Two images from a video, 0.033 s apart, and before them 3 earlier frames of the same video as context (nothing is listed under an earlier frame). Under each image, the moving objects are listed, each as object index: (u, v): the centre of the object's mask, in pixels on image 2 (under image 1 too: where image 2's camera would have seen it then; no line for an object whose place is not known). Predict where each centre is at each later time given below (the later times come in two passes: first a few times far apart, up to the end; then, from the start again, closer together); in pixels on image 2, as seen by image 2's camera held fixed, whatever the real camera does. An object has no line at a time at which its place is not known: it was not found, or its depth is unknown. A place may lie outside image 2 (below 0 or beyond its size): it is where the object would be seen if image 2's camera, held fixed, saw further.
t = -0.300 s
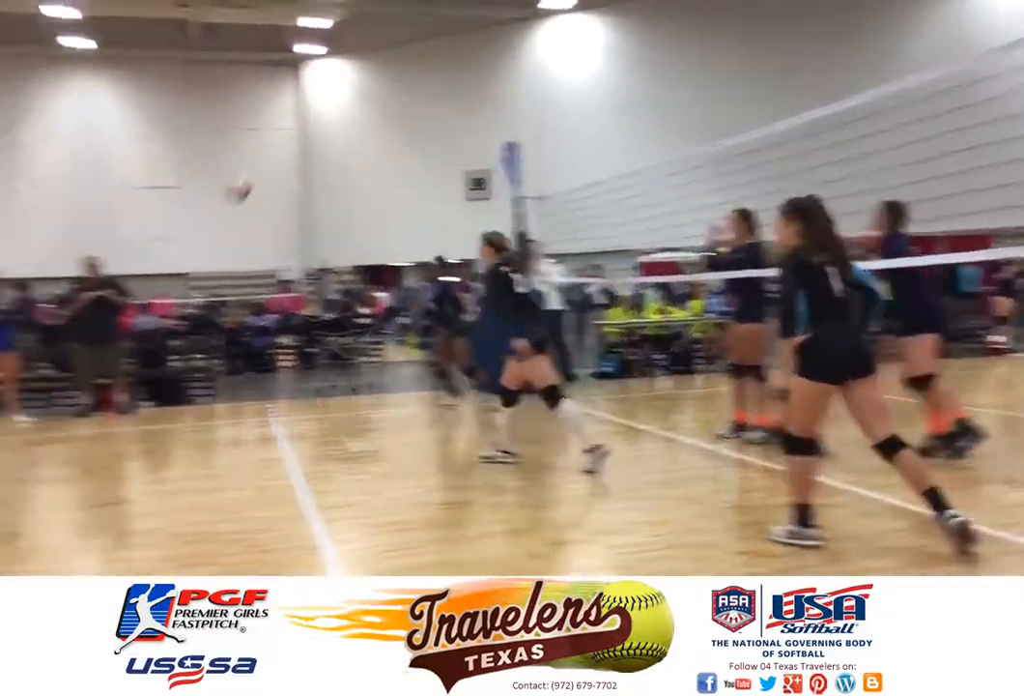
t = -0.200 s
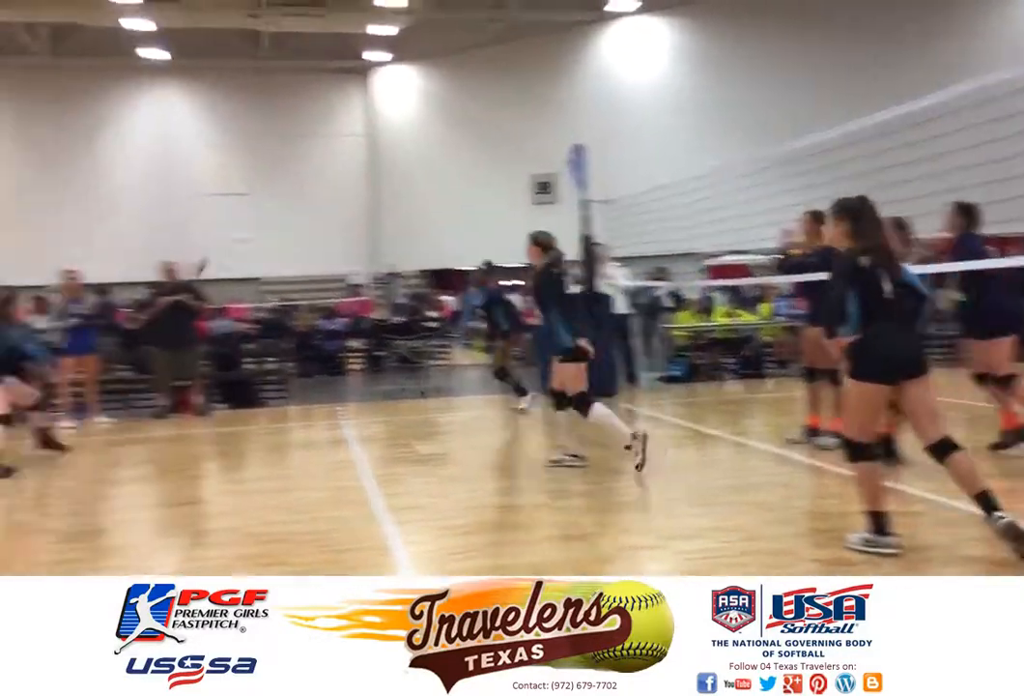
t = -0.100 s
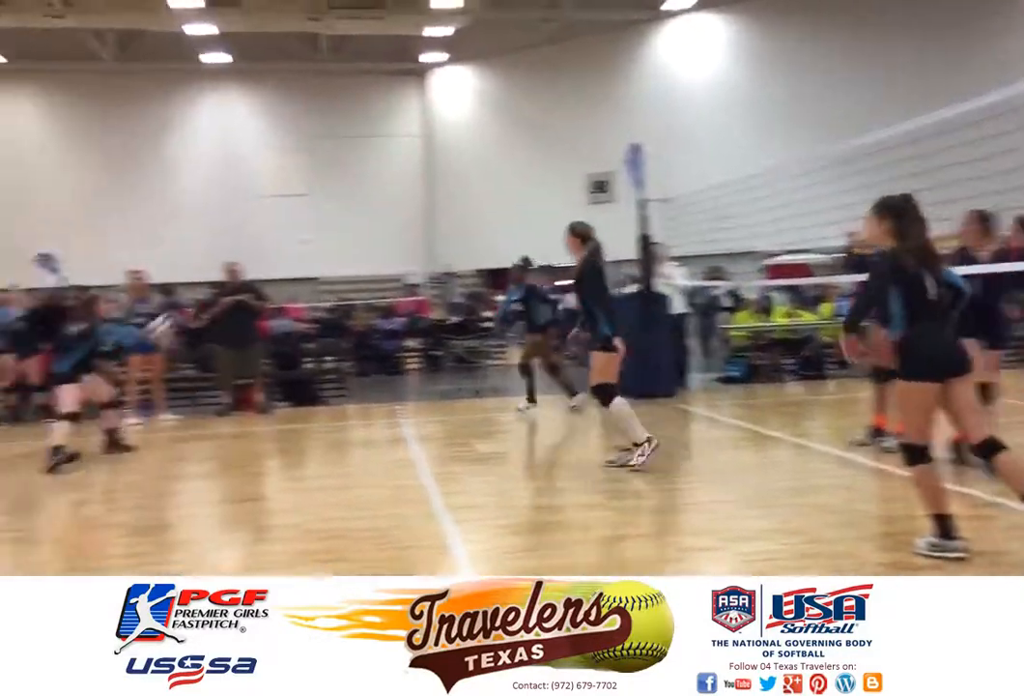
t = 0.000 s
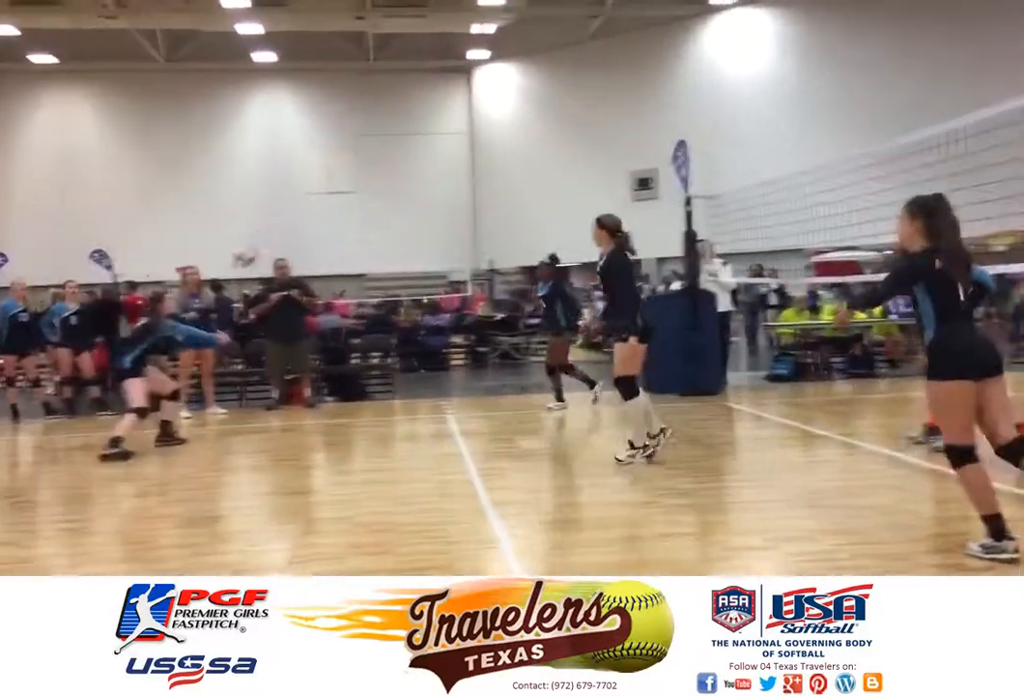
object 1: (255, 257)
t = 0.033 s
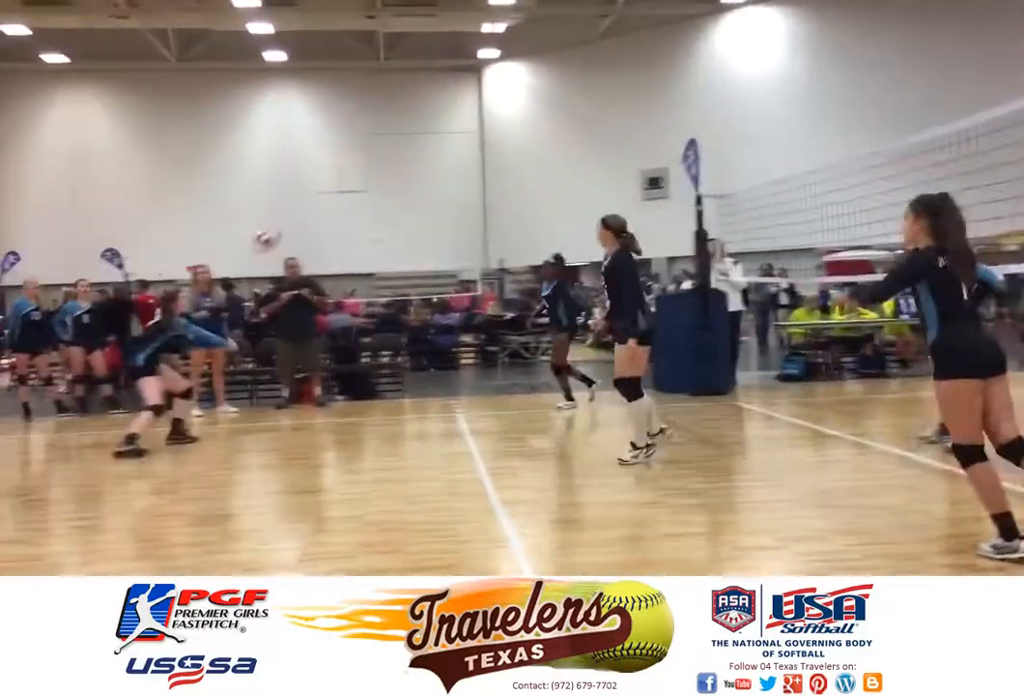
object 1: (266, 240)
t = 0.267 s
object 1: (345, 131)
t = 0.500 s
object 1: (436, 77)
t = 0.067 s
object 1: (277, 222)
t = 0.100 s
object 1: (287, 204)
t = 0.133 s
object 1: (300, 187)
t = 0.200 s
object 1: (323, 158)
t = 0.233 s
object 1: (335, 143)
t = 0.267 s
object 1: (345, 131)
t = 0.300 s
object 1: (358, 120)
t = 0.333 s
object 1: (372, 109)
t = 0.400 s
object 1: (398, 92)
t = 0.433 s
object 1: (411, 87)
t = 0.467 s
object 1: (422, 80)
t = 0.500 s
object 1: (436, 77)
